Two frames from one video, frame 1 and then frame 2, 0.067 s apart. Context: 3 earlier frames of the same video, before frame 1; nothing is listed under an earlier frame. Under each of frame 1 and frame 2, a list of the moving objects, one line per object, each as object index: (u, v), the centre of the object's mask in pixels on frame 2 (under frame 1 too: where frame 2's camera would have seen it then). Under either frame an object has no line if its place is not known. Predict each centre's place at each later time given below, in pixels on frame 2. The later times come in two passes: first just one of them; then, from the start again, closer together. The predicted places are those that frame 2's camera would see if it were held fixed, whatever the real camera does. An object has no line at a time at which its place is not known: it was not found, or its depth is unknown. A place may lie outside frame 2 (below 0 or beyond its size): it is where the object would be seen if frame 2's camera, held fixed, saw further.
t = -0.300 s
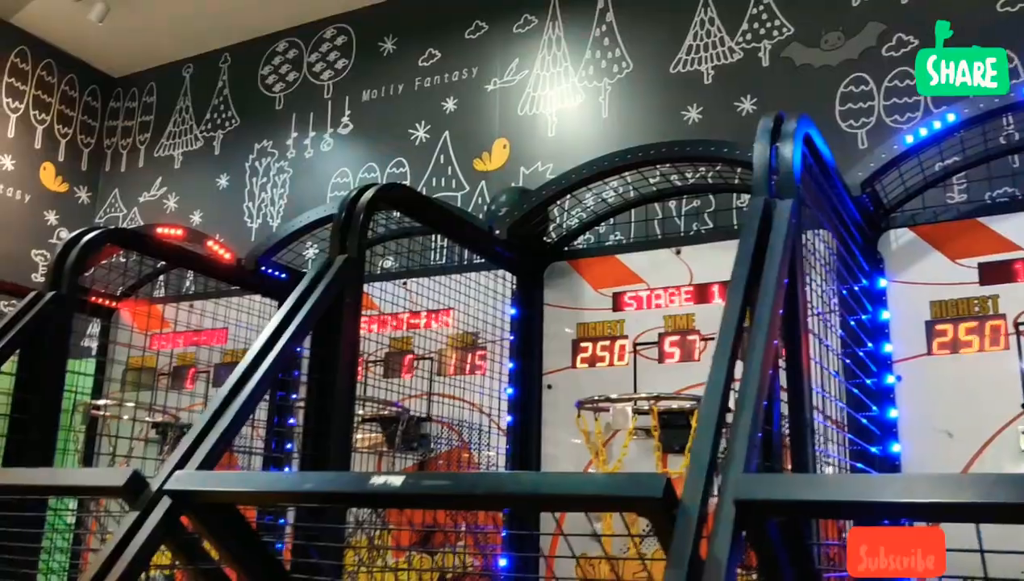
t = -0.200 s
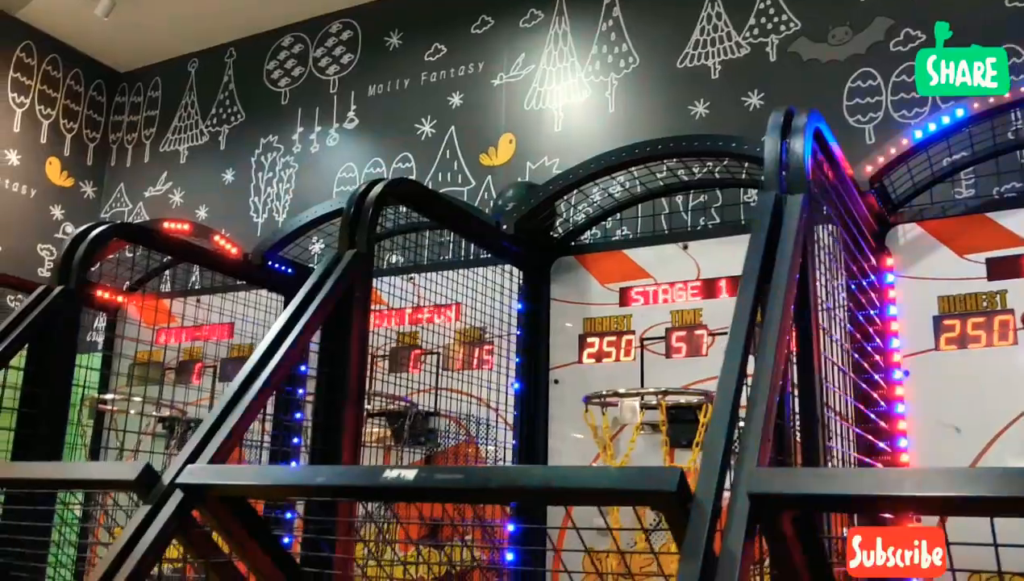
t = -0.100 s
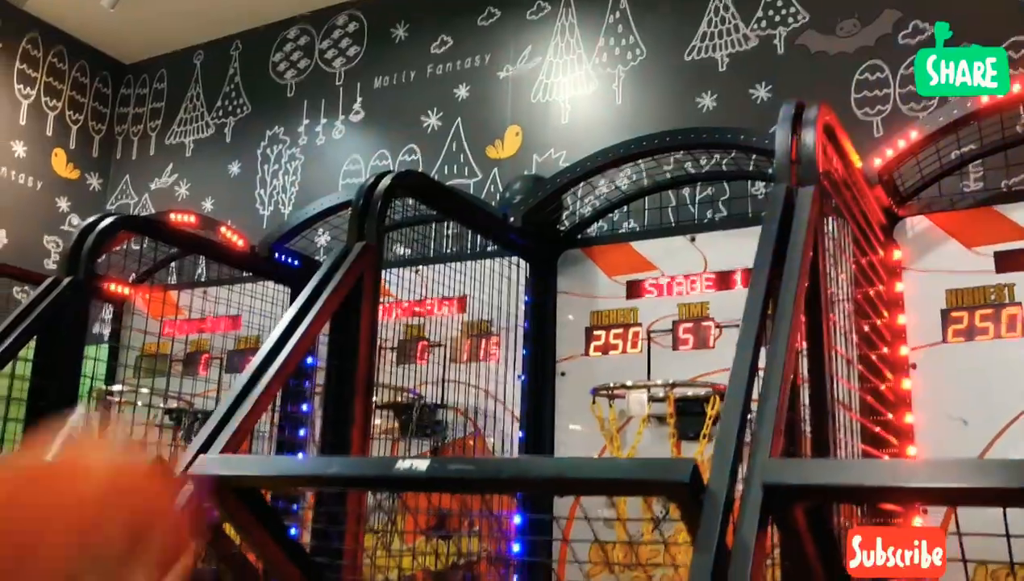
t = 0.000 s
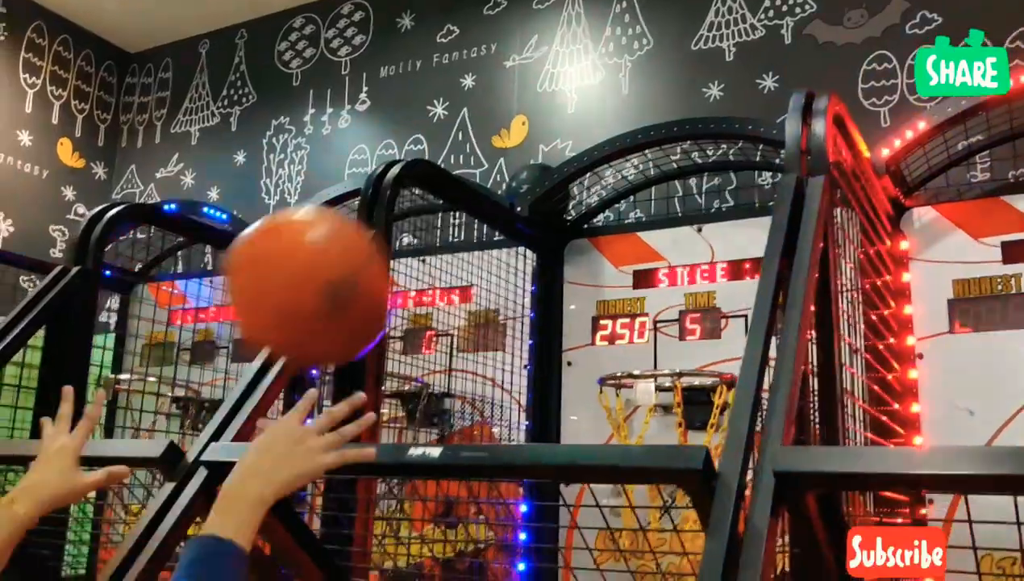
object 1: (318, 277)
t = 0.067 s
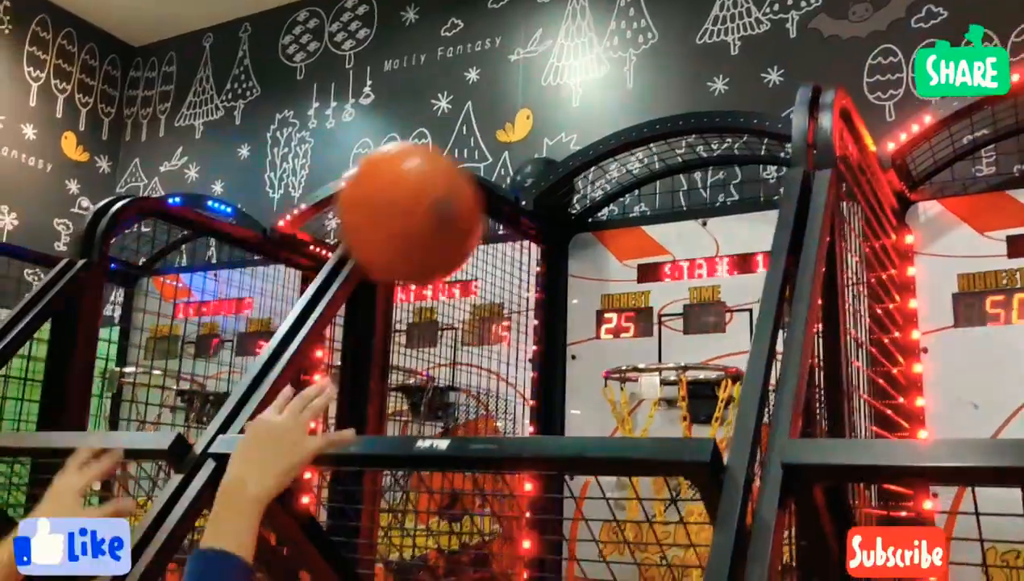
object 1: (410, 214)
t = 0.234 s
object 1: (558, 188)
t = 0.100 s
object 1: (444, 195)
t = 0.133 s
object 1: (478, 185)
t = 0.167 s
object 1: (506, 181)
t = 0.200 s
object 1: (534, 182)
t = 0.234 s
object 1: (558, 188)
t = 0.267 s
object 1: (578, 199)
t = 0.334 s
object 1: (619, 231)
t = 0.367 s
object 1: (636, 253)
